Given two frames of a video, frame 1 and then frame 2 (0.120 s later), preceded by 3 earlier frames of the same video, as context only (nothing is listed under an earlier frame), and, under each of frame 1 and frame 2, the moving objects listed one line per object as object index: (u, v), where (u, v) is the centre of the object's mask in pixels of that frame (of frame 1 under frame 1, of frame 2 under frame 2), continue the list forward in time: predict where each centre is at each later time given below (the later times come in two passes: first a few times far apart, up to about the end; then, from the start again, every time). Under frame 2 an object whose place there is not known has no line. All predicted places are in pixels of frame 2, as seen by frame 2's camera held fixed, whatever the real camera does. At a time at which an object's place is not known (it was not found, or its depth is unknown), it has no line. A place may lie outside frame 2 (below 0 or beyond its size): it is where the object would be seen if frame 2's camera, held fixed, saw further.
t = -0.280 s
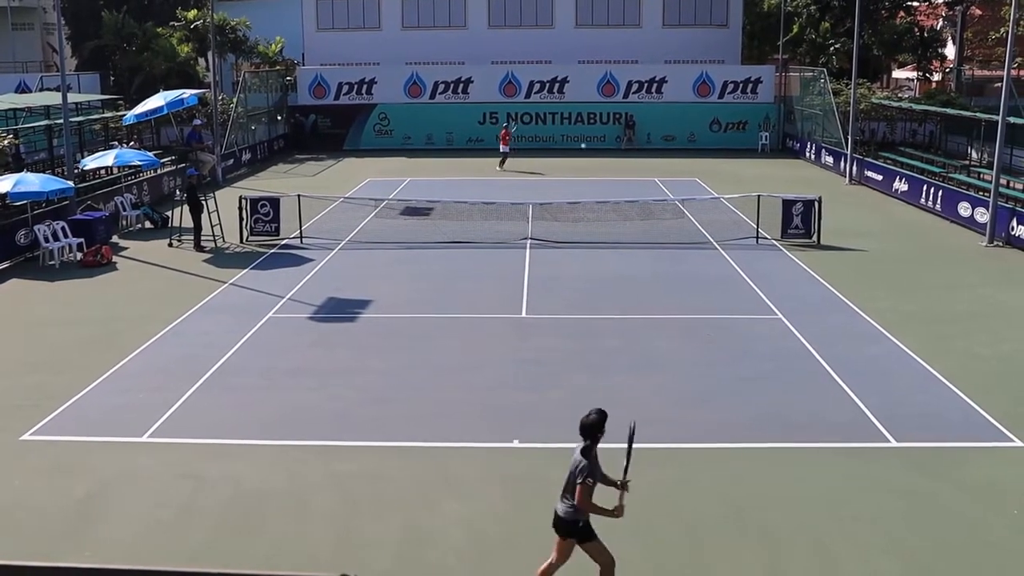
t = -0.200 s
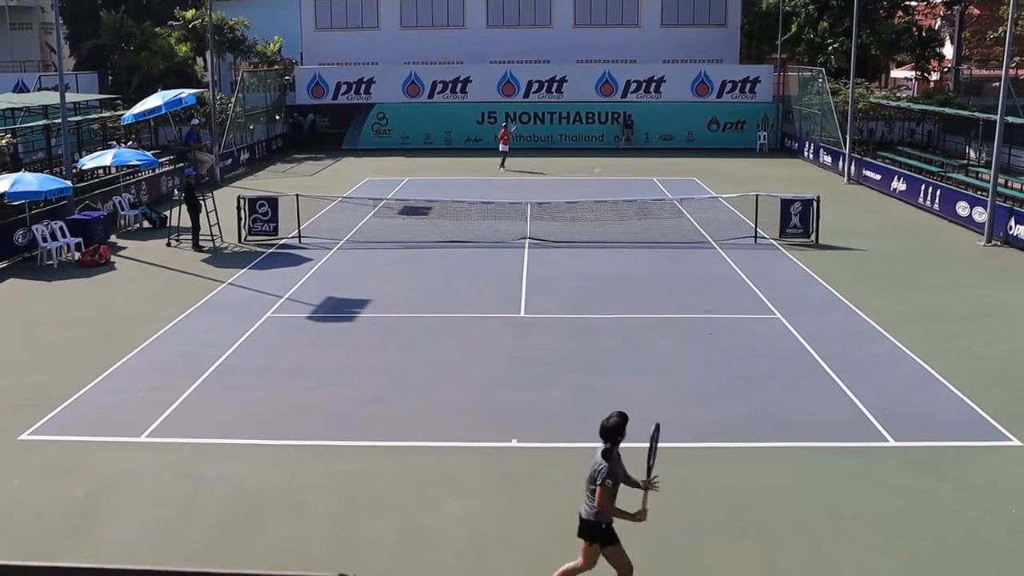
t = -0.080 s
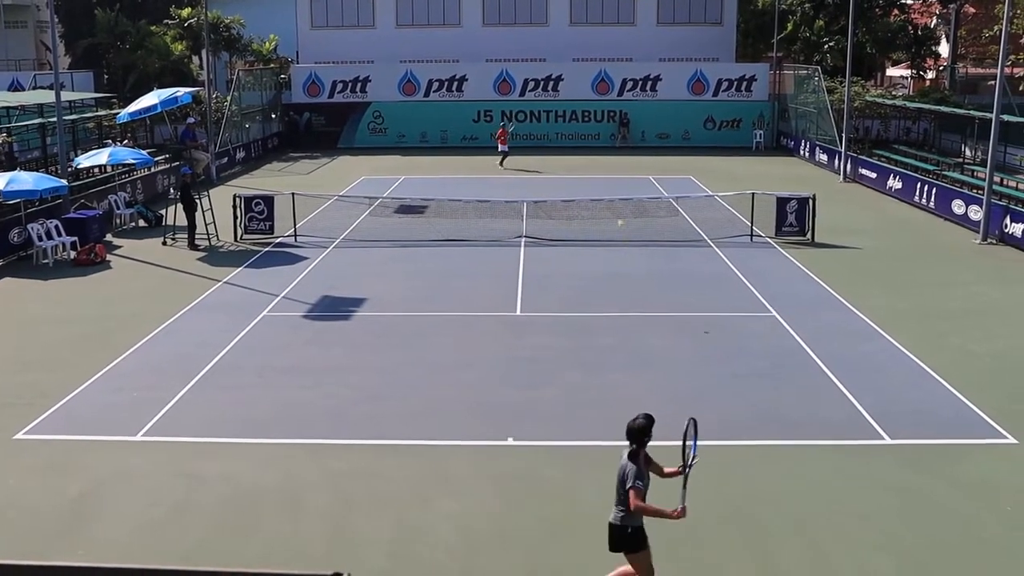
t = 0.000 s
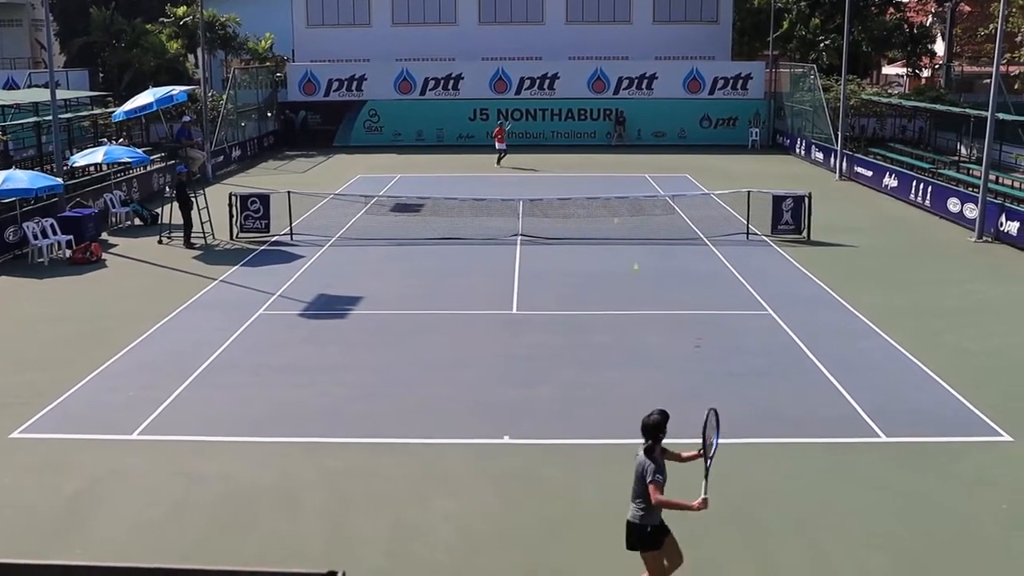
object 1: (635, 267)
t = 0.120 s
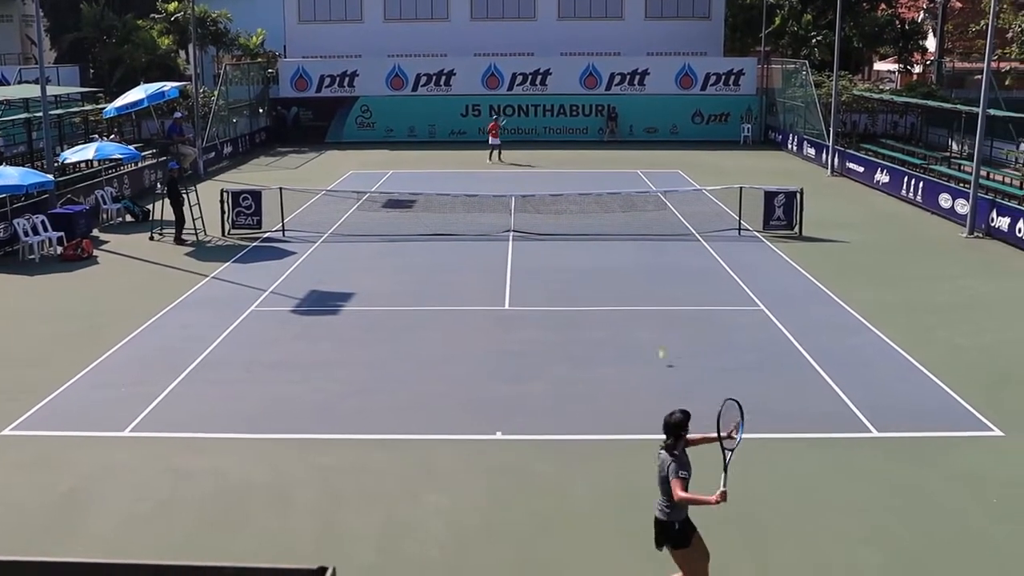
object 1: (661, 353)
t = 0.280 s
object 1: (706, 337)
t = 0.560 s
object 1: (811, 333)
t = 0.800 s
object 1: (943, 422)
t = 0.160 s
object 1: (673, 361)
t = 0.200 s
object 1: (683, 352)
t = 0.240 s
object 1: (694, 345)
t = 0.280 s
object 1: (706, 337)
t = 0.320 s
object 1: (719, 331)
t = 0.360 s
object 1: (733, 328)
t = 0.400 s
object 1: (747, 325)
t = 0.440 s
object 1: (761, 324)
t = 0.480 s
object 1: (777, 326)
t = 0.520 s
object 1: (794, 329)
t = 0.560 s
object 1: (811, 333)
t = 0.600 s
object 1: (831, 340)
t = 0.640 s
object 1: (850, 350)
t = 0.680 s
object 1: (872, 363)
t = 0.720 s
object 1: (894, 378)
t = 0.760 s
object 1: (919, 399)
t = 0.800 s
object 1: (943, 422)
